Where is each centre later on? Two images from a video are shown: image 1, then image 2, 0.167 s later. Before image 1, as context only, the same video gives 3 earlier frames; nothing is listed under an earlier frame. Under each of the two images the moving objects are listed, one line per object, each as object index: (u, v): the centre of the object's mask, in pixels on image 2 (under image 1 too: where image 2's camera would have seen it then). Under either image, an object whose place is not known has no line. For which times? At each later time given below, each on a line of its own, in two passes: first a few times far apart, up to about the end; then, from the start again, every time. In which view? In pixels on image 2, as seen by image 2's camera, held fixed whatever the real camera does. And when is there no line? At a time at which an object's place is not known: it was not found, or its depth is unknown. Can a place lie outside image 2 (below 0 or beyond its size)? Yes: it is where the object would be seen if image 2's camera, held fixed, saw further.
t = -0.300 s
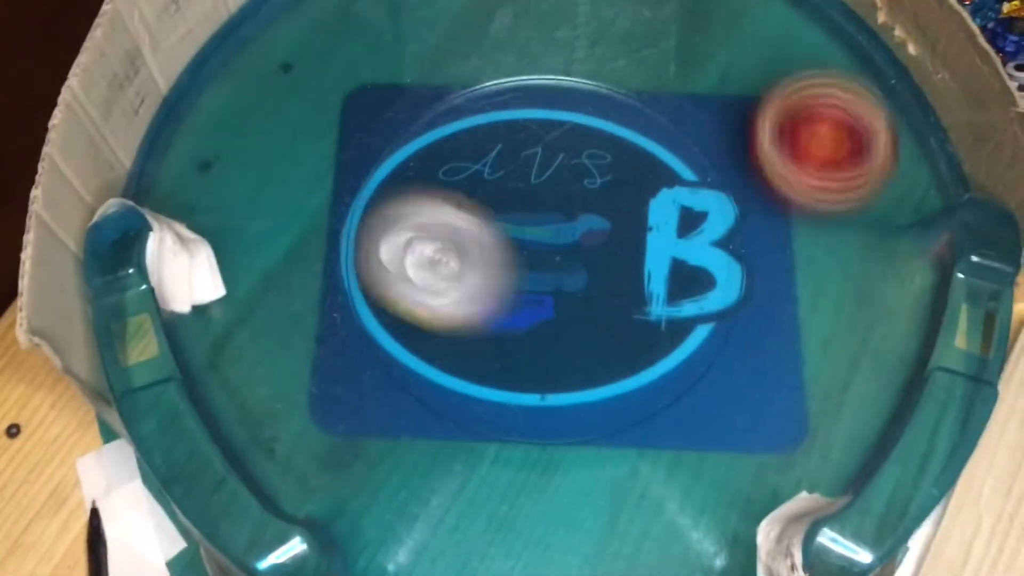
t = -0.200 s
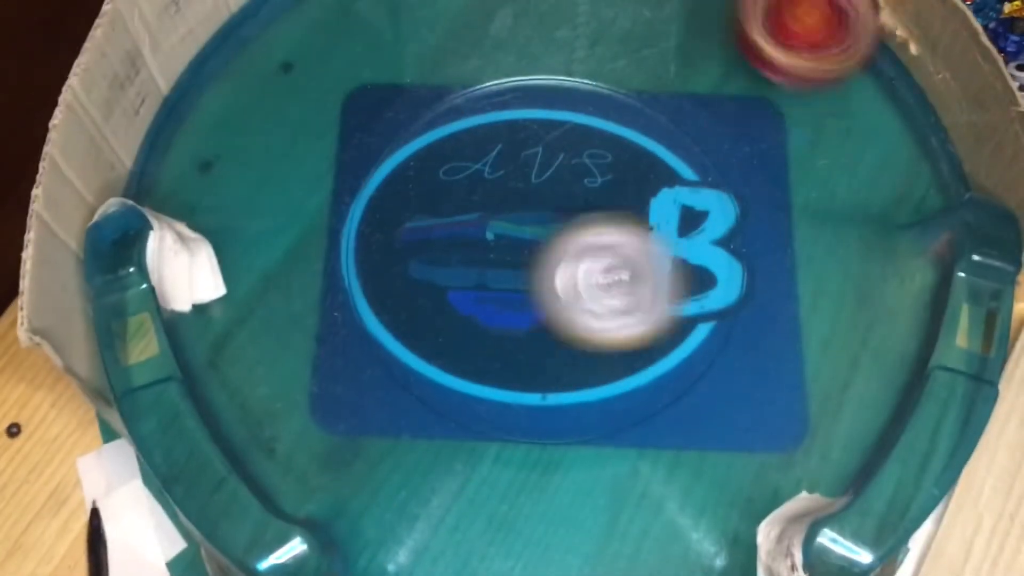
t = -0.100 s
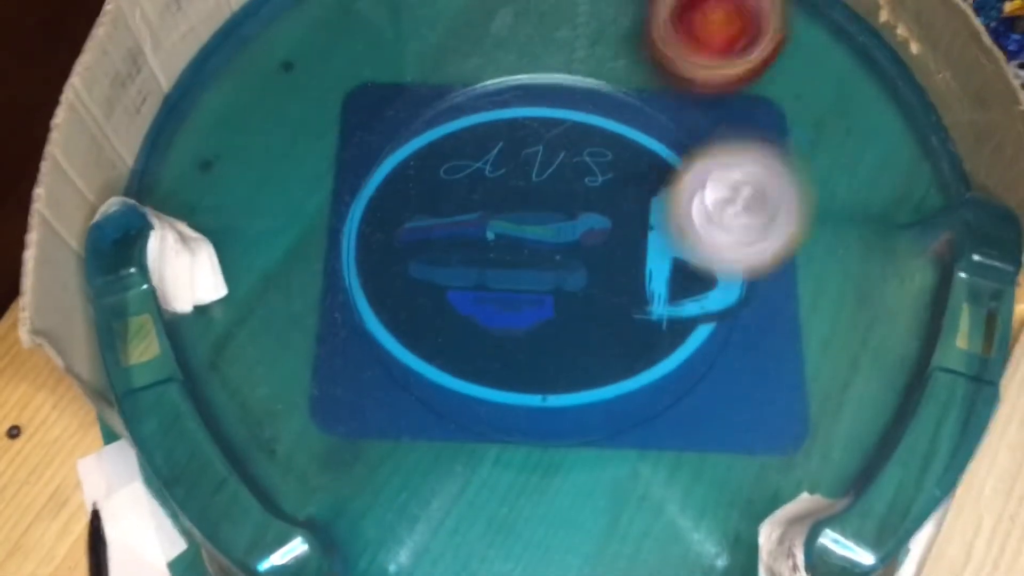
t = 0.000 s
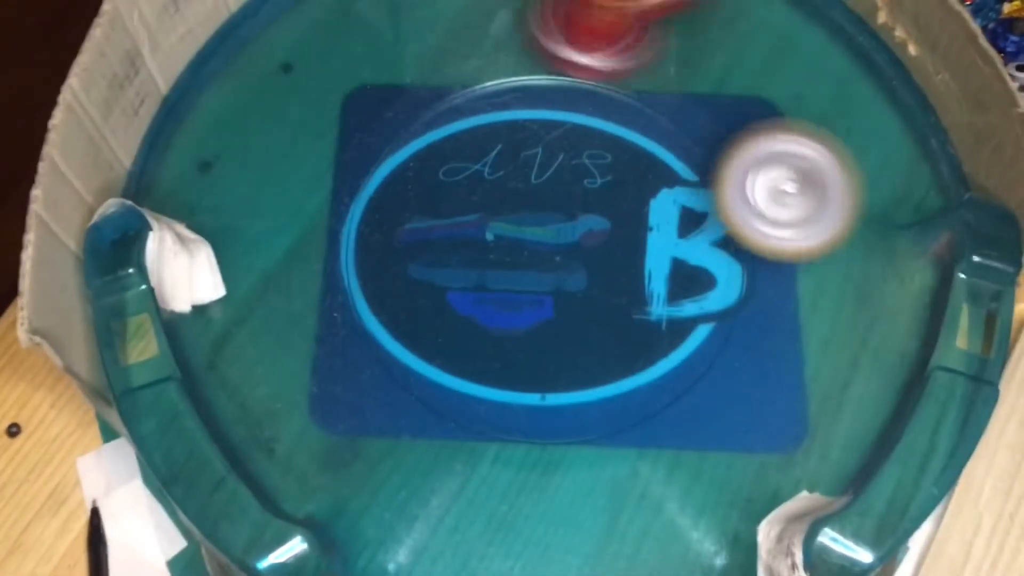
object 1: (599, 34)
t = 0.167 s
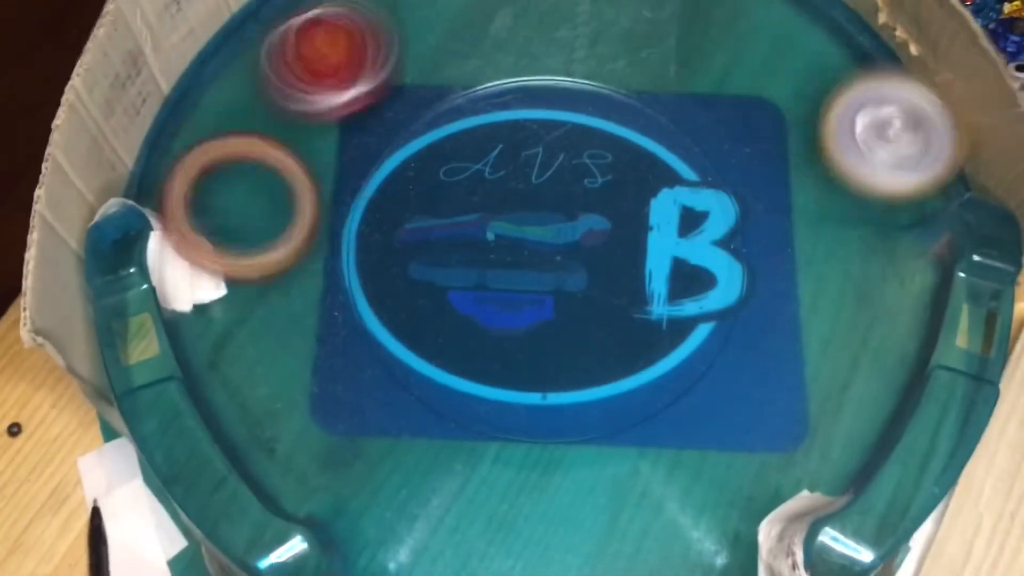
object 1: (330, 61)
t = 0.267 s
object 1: (209, 138)
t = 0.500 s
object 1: (298, 137)
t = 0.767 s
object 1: (217, 162)
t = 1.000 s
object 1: (236, 100)
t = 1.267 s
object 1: (308, 40)
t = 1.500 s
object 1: (360, 32)
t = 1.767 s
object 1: (372, 58)
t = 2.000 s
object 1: (426, 229)
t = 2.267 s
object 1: (625, 332)
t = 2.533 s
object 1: (725, 193)
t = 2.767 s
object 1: (601, 138)
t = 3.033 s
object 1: (436, 254)
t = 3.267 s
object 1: (500, 411)
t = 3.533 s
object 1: (716, 342)
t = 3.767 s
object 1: (635, 172)
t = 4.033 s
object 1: (462, 139)
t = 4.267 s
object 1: (394, 239)
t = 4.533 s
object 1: (536, 335)
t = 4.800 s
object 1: (679, 241)
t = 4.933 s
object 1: (674, 170)
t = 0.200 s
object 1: (284, 86)
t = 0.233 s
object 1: (243, 112)
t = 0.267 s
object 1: (209, 138)
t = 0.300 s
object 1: (186, 158)
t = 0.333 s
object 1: (204, 157)
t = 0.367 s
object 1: (228, 149)
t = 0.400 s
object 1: (249, 145)
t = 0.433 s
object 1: (267, 142)
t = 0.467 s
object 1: (282, 139)
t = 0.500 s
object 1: (298, 137)
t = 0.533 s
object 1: (312, 135)
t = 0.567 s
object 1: (327, 133)
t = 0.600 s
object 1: (343, 131)
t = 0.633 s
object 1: (359, 134)
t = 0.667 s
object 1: (347, 136)
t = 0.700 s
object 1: (301, 142)
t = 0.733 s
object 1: (256, 154)
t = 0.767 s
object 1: (217, 162)
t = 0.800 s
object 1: (192, 165)
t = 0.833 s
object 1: (202, 154)
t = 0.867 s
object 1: (210, 143)
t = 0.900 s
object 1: (218, 132)
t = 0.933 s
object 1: (224, 120)
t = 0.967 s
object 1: (230, 112)
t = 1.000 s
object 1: (236, 100)
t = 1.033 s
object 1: (244, 90)
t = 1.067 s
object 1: (251, 81)
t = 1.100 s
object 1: (260, 71)
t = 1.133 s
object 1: (269, 63)
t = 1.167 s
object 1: (278, 54)
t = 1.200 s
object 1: (287, 49)
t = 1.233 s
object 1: (298, 44)
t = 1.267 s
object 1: (308, 40)
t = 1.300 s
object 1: (319, 36)
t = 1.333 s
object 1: (329, 33)
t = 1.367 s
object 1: (341, 30)
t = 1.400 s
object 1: (346, 30)
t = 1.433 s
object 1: (351, 31)
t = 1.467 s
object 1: (356, 32)
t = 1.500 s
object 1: (360, 32)
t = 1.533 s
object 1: (360, 32)
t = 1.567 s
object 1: (356, 31)
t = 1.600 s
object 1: (352, 31)
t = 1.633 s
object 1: (350, 33)
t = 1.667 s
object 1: (353, 37)
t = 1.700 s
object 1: (359, 42)
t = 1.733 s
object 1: (365, 49)
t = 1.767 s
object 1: (372, 58)
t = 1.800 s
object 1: (379, 73)
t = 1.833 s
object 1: (387, 88)
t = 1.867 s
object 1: (395, 109)
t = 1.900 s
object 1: (403, 136)
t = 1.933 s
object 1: (409, 166)
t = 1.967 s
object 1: (419, 200)
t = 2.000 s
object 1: (426, 229)
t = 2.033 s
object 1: (440, 253)
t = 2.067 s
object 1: (458, 278)
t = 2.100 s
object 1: (481, 299)
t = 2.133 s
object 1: (506, 316)
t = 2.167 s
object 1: (535, 331)
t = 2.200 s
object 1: (565, 338)
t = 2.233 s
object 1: (596, 338)
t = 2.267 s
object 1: (625, 332)
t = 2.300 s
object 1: (653, 323)
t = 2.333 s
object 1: (679, 307)
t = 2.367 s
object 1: (697, 293)
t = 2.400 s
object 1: (712, 273)
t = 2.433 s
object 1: (725, 254)
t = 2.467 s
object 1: (731, 233)
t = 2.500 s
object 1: (734, 212)
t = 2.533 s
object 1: (725, 193)
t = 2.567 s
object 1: (712, 178)
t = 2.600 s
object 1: (700, 163)
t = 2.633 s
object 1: (683, 151)
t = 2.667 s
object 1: (665, 142)
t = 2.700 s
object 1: (646, 138)
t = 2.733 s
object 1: (623, 136)
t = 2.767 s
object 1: (601, 138)
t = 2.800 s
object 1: (577, 143)
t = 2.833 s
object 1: (553, 152)
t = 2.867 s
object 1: (523, 160)
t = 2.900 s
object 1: (497, 173)
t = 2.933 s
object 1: (476, 189)
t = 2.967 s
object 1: (458, 210)
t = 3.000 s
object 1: (445, 231)
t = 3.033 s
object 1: (436, 254)
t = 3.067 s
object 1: (431, 279)
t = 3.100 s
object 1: (431, 302)
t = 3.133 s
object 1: (436, 326)
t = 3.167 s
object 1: (445, 349)
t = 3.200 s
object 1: (458, 371)
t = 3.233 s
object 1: (478, 395)
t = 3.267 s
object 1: (500, 411)
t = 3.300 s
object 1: (538, 423)
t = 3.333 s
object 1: (583, 433)
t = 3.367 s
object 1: (620, 432)
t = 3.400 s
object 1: (652, 423)
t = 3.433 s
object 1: (677, 408)
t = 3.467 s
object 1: (694, 389)
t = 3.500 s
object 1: (708, 367)
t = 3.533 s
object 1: (716, 342)
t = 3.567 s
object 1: (719, 312)
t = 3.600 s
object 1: (716, 283)
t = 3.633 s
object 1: (708, 255)
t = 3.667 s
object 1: (695, 231)
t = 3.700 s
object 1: (678, 209)
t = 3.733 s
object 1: (658, 189)
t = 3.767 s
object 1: (635, 172)
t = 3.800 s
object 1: (612, 159)
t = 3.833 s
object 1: (586, 149)
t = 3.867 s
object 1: (559, 141)
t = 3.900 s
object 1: (530, 136)
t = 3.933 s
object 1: (505, 135)
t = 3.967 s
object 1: (489, 134)
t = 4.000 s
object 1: (476, 134)
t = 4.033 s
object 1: (462, 139)
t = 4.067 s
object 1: (447, 146)
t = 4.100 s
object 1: (430, 156)
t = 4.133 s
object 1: (415, 168)
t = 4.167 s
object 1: (403, 183)
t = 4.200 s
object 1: (395, 201)
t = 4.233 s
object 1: (392, 219)
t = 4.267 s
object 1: (394, 239)
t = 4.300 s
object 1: (400, 258)
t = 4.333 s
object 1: (411, 277)
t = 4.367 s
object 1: (425, 293)
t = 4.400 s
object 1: (443, 308)
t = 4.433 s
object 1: (463, 320)
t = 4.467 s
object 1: (487, 328)
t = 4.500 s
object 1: (512, 334)
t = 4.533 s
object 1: (536, 335)
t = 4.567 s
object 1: (562, 333)
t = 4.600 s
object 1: (586, 328)
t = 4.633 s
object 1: (608, 319)
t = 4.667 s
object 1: (628, 307)
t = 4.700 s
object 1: (647, 293)
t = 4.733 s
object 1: (661, 277)
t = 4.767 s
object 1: (673, 260)
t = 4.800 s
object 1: (679, 241)
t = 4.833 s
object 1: (684, 222)
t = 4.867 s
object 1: (684, 203)
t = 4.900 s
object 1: (682, 187)
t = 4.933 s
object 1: (674, 170)
